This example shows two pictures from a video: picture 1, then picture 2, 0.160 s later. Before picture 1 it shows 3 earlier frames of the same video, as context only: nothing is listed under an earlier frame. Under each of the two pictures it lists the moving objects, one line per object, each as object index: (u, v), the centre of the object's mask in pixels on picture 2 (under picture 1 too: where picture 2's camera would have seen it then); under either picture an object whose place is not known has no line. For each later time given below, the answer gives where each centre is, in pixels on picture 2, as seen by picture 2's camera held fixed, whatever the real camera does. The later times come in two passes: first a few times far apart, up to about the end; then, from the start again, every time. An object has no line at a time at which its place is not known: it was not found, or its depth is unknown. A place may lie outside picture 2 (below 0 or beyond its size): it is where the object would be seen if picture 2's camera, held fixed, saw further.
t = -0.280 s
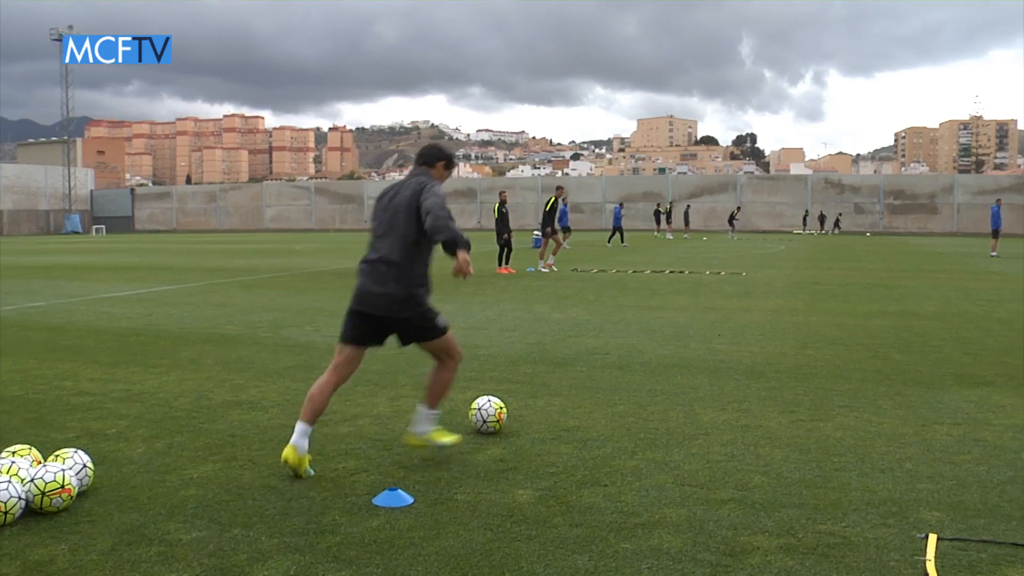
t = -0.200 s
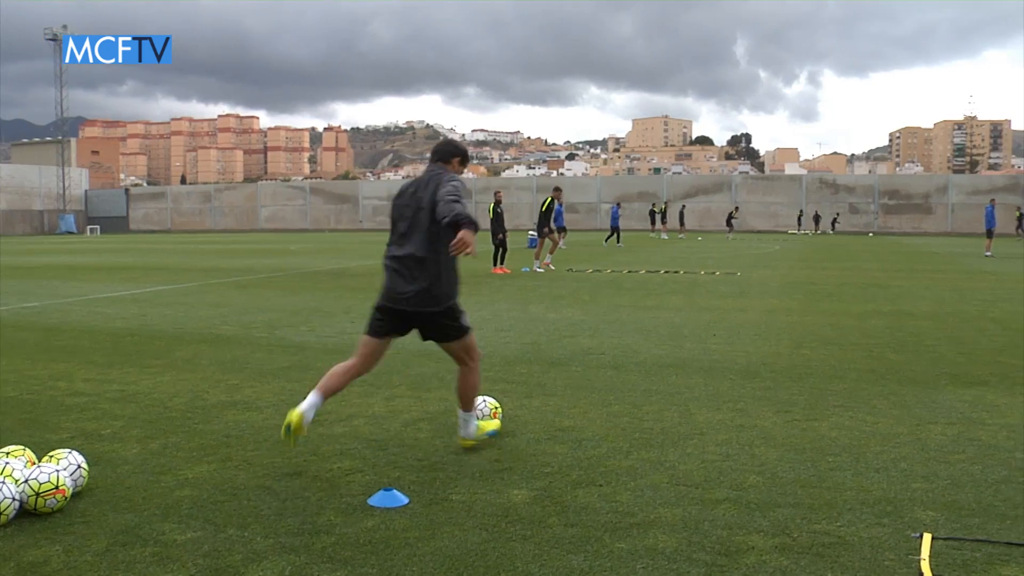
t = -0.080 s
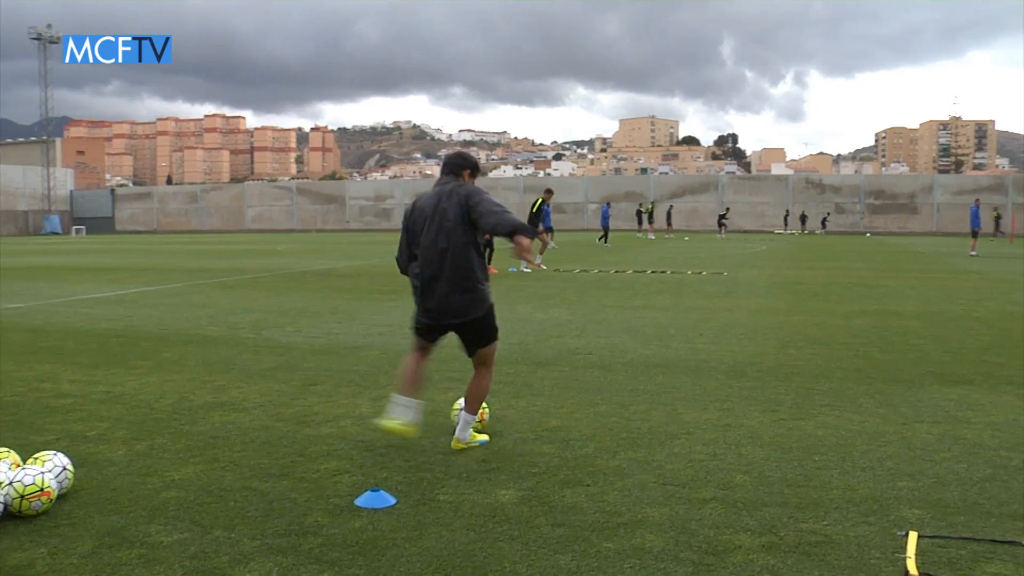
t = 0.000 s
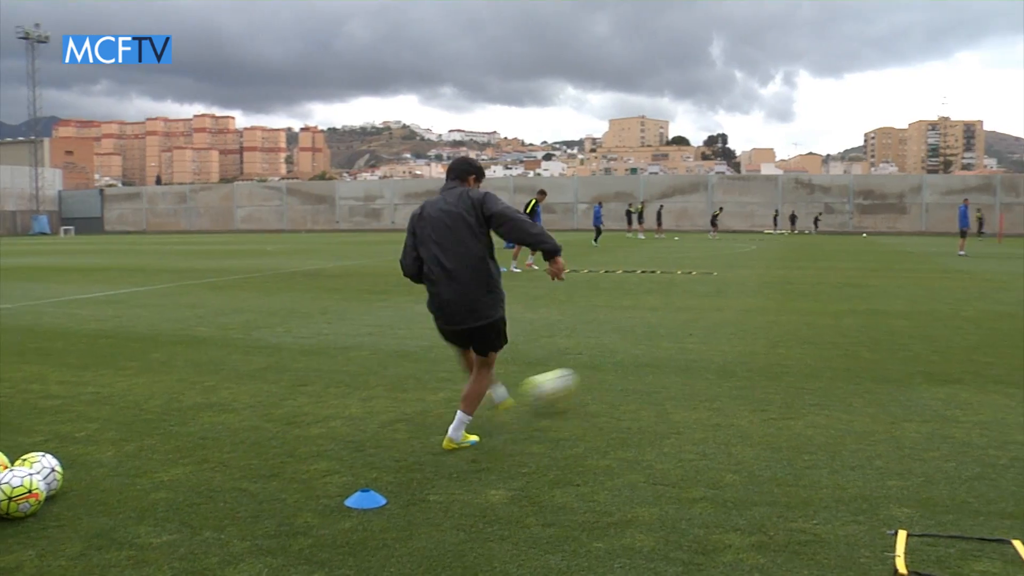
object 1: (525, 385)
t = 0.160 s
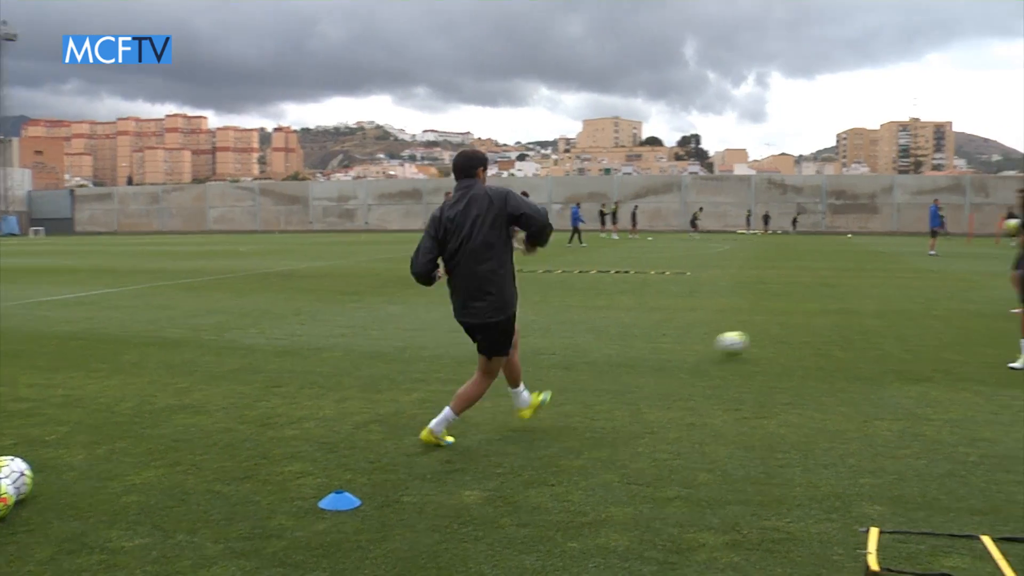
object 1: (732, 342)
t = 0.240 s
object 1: (797, 333)
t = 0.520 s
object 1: (922, 302)
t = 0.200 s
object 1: (768, 340)
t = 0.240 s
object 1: (797, 333)
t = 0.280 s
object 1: (822, 325)
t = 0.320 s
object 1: (845, 321)
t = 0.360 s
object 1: (864, 318)
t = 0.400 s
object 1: (881, 312)
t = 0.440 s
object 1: (896, 307)
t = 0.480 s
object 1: (909, 304)
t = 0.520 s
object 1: (922, 302)
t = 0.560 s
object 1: (933, 301)
